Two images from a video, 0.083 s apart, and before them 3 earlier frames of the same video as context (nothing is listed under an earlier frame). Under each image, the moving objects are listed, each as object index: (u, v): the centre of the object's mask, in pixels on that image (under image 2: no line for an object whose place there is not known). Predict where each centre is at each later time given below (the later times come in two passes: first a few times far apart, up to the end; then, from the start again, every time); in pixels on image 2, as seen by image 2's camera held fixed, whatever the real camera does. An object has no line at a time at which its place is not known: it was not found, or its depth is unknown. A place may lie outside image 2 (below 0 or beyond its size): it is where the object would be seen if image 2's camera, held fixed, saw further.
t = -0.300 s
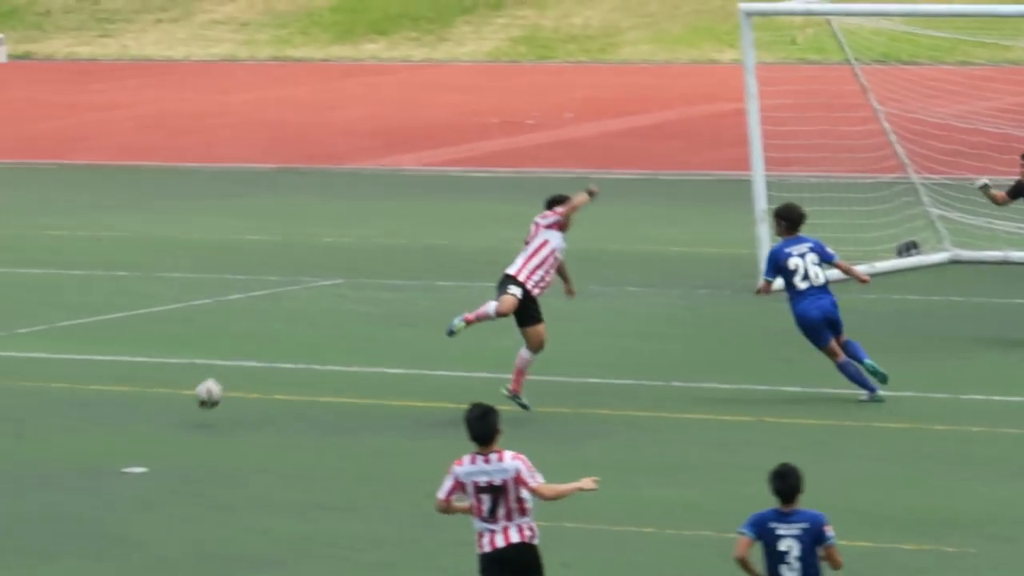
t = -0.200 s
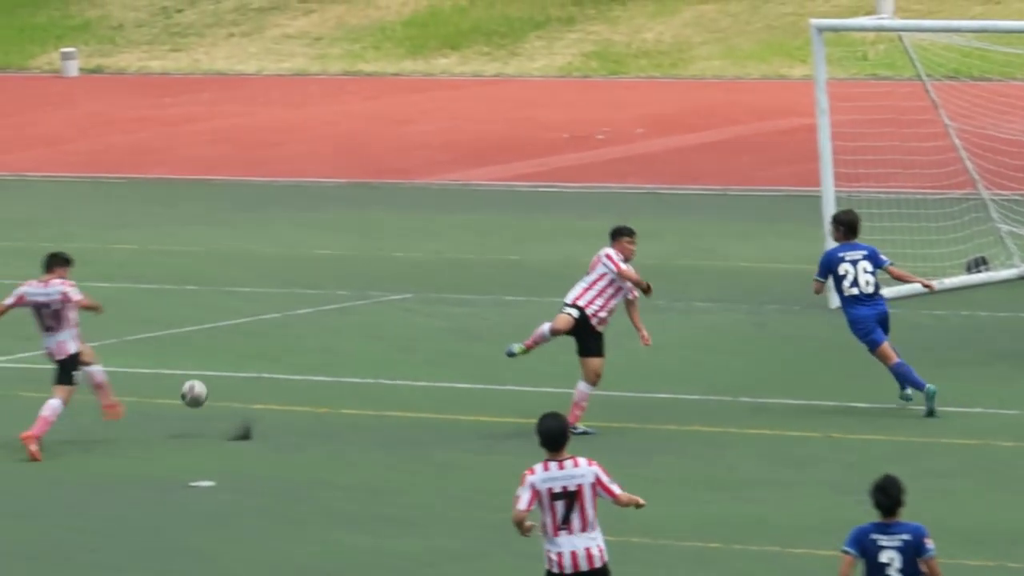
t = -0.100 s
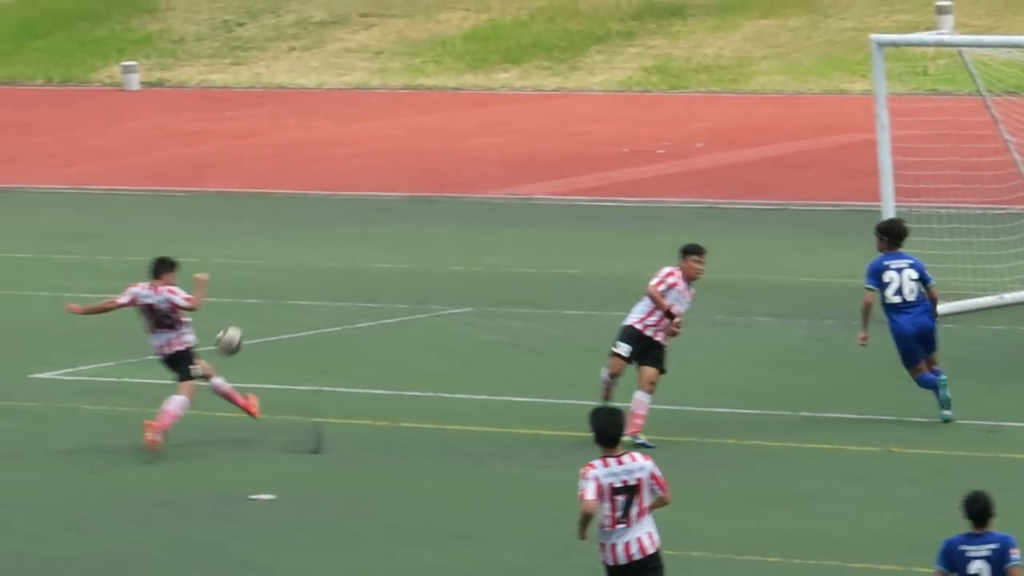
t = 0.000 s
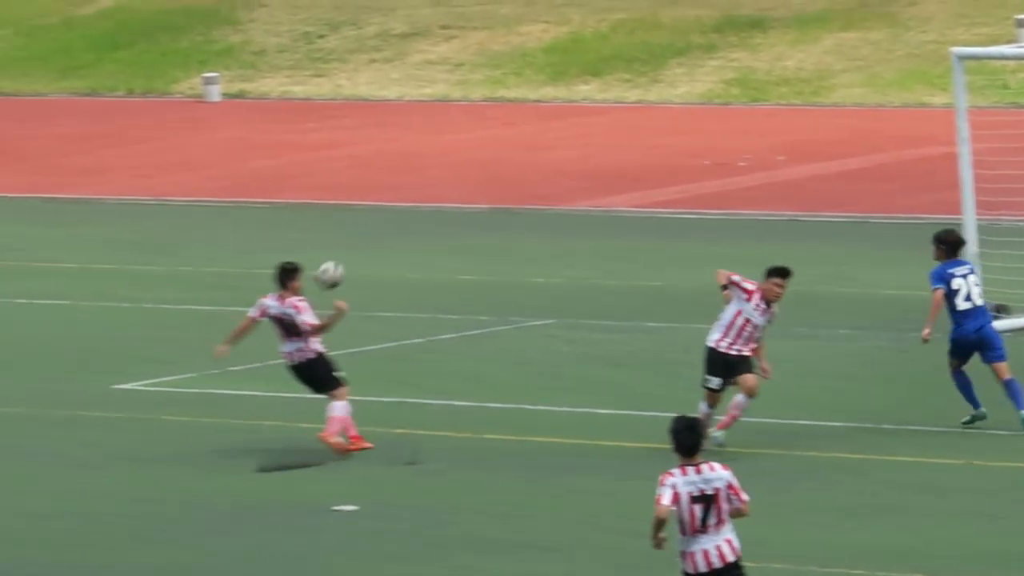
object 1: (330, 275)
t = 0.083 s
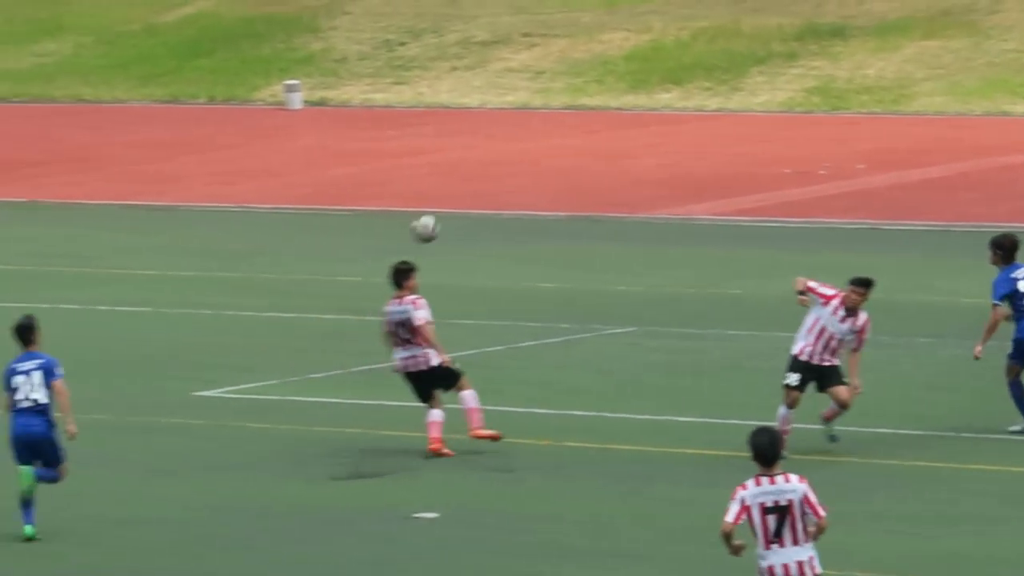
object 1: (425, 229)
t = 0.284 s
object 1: (465, 139)
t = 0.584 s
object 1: (524, 101)
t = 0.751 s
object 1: (559, 126)
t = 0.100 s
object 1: (428, 220)
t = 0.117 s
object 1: (432, 210)
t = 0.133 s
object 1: (436, 201)
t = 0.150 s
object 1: (439, 193)
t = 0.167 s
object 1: (443, 185)
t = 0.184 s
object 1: (446, 177)
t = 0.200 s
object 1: (449, 169)
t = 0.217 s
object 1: (453, 163)
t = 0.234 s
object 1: (456, 156)
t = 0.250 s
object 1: (459, 150)
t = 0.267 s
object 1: (462, 144)
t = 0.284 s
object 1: (465, 139)
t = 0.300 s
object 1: (468, 134)
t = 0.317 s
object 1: (471, 129)
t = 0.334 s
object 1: (474, 125)
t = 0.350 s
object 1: (477, 121)
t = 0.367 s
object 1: (481, 117)
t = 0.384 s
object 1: (484, 114)
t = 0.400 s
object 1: (487, 111)
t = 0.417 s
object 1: (490, 109)
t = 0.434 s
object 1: (494, 106)
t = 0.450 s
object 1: (497, 104)
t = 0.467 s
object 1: (500, 102)
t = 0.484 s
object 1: (503, 101)
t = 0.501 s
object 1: (507, 101)
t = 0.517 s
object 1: (510, 100)
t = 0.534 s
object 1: (514, 99)
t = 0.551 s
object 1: (517, 99)
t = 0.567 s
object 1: (520, 100)
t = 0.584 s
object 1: (524, 101)
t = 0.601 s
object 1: (527, 102)
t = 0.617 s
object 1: (531, 103)
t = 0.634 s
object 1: (534, 105)
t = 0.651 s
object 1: (537, 107)
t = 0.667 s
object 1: (541, 109)
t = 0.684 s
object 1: (544, 112)
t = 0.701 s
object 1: (548, 115)
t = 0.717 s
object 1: (552, 119)
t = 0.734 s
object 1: (555, 122)
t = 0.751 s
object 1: (559, 126)
